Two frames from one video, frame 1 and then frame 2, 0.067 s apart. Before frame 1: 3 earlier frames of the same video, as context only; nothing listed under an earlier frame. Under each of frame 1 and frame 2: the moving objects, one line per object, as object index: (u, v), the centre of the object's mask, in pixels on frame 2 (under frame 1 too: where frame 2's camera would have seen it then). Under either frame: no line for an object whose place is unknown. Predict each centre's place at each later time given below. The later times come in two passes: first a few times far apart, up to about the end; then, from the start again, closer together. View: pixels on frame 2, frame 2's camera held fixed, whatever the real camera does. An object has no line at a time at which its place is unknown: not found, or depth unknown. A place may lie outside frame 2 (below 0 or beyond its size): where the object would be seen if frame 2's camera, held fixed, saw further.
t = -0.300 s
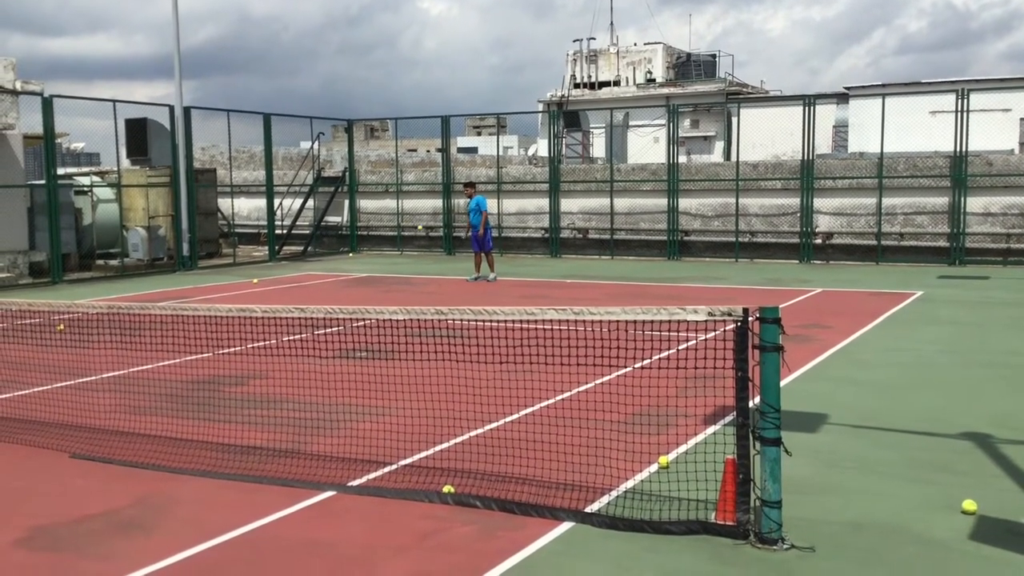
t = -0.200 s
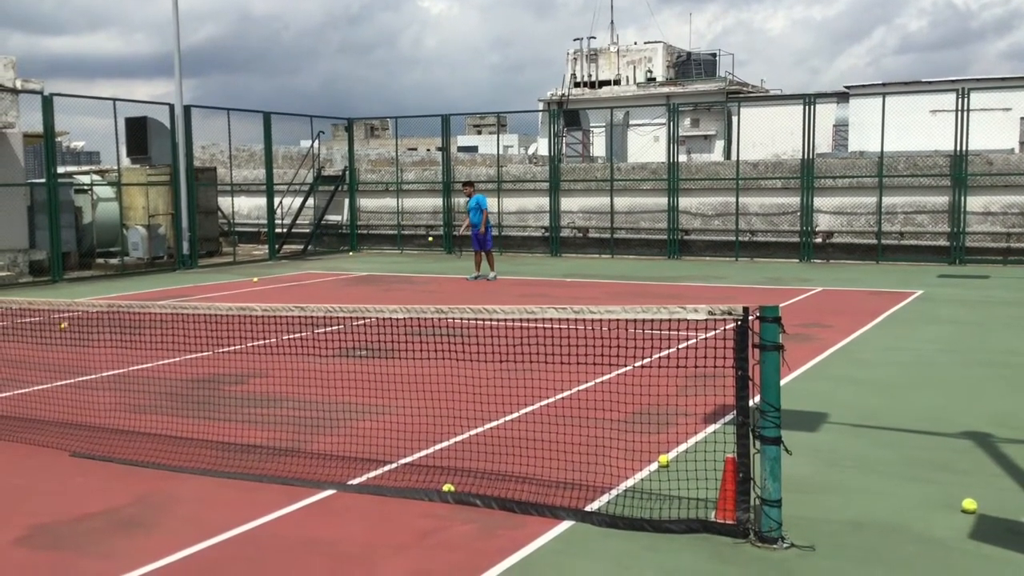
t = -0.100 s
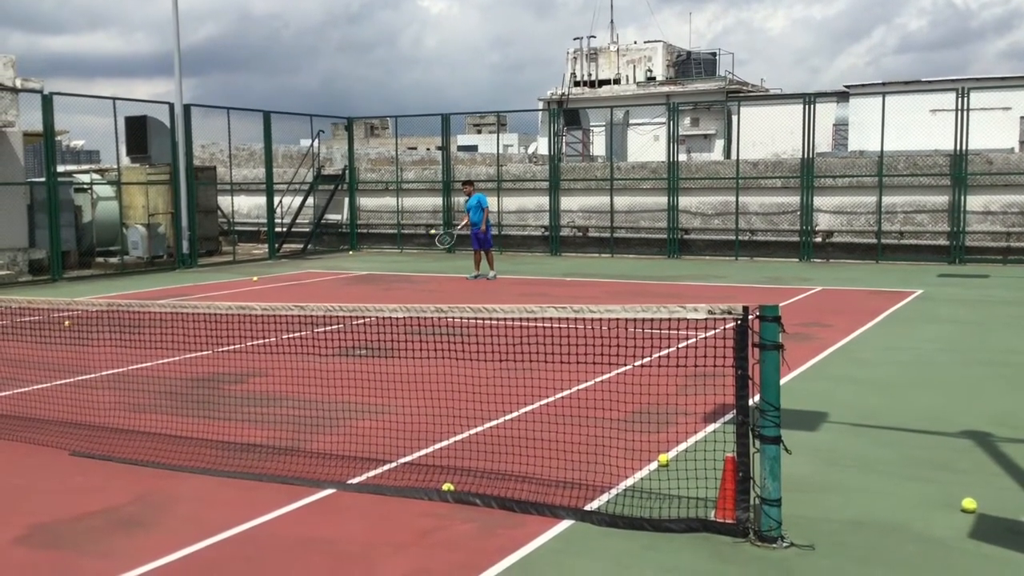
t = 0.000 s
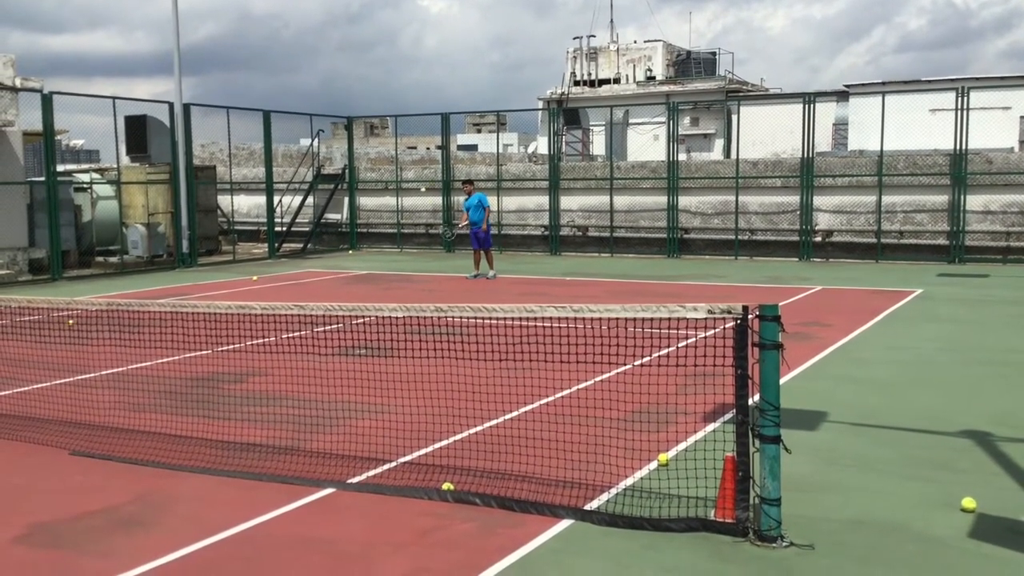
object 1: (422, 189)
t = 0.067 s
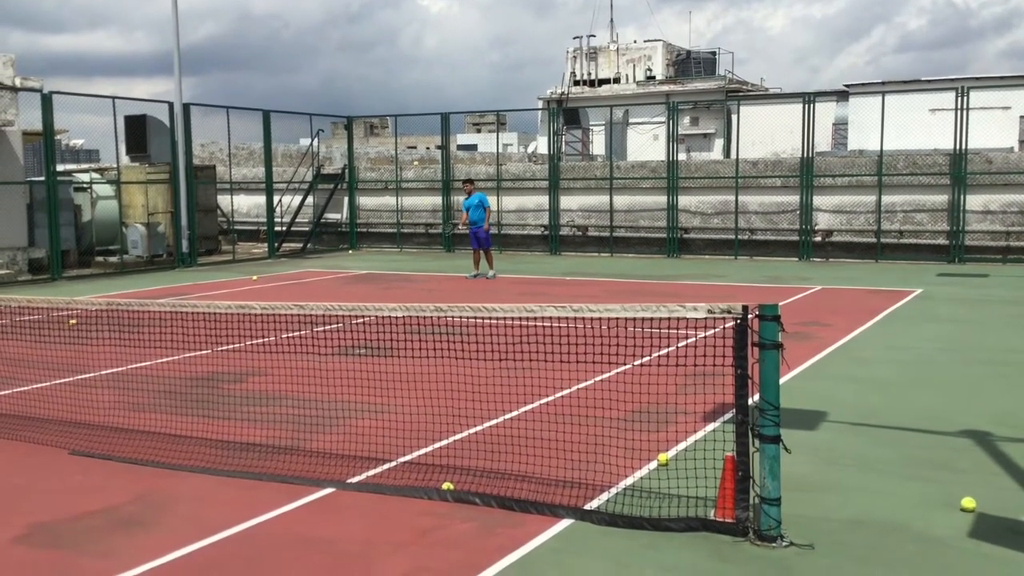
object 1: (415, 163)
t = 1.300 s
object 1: (160, 415)
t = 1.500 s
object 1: (63, 469)
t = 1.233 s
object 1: (191, 300)
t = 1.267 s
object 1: (176, 353)
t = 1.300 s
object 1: (160, 415)
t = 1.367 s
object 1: (124, 565)
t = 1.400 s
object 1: (109, 568)
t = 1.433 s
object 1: (94, 539)
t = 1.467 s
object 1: (79, 503)
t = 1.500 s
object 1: (63, 469)
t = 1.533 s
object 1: (47, 435)
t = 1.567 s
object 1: (29, 401)
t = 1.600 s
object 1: (13, 368)
